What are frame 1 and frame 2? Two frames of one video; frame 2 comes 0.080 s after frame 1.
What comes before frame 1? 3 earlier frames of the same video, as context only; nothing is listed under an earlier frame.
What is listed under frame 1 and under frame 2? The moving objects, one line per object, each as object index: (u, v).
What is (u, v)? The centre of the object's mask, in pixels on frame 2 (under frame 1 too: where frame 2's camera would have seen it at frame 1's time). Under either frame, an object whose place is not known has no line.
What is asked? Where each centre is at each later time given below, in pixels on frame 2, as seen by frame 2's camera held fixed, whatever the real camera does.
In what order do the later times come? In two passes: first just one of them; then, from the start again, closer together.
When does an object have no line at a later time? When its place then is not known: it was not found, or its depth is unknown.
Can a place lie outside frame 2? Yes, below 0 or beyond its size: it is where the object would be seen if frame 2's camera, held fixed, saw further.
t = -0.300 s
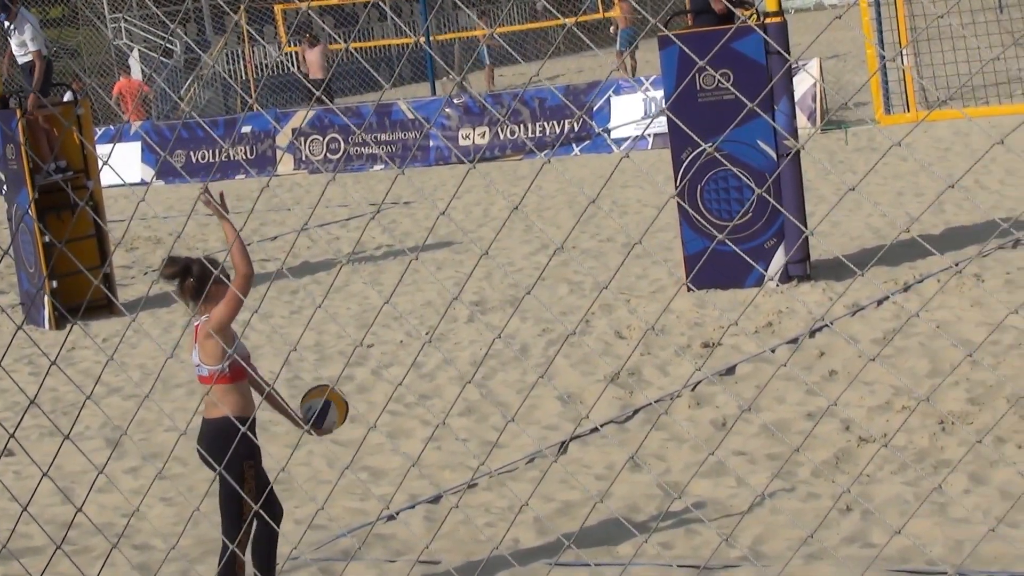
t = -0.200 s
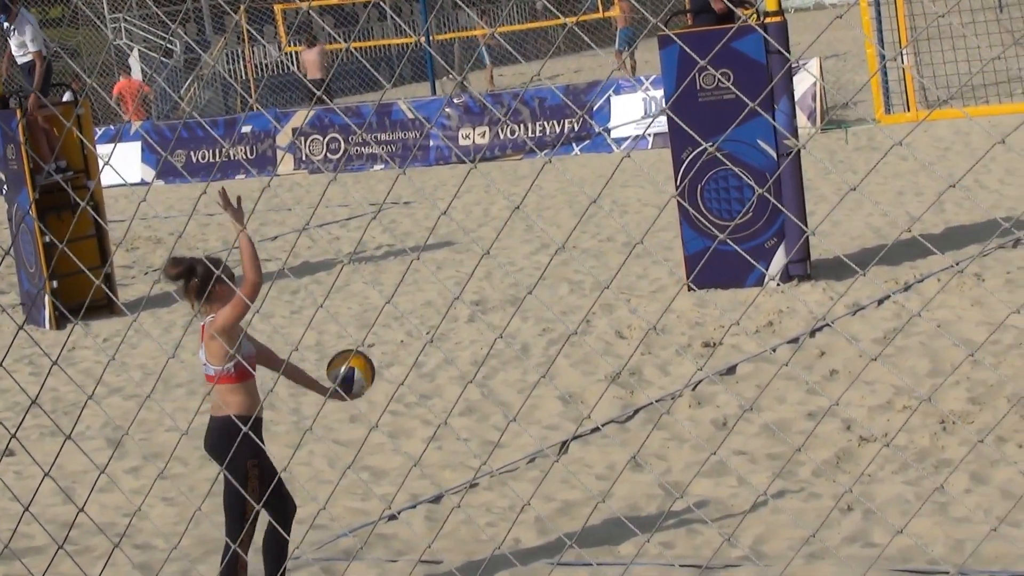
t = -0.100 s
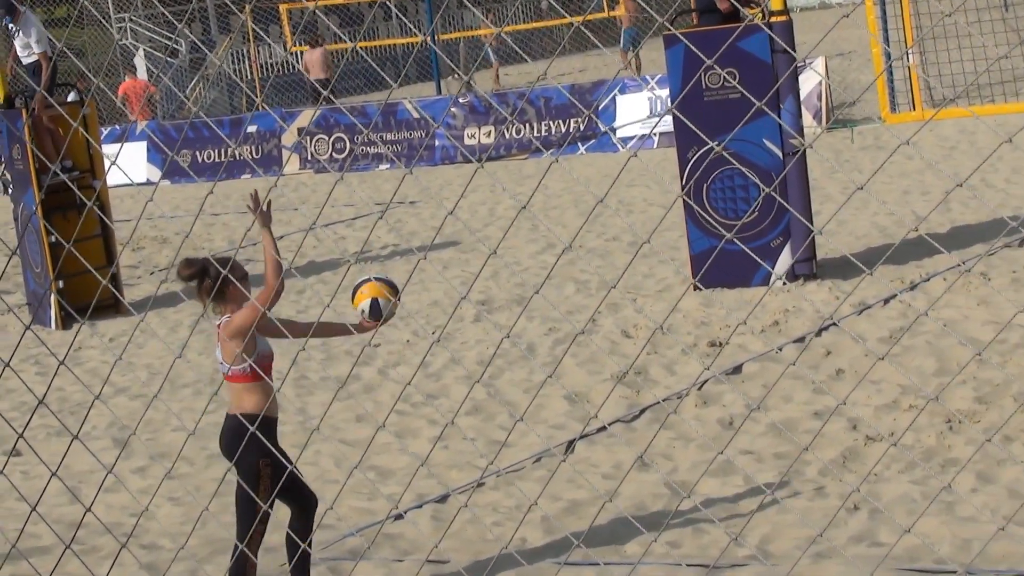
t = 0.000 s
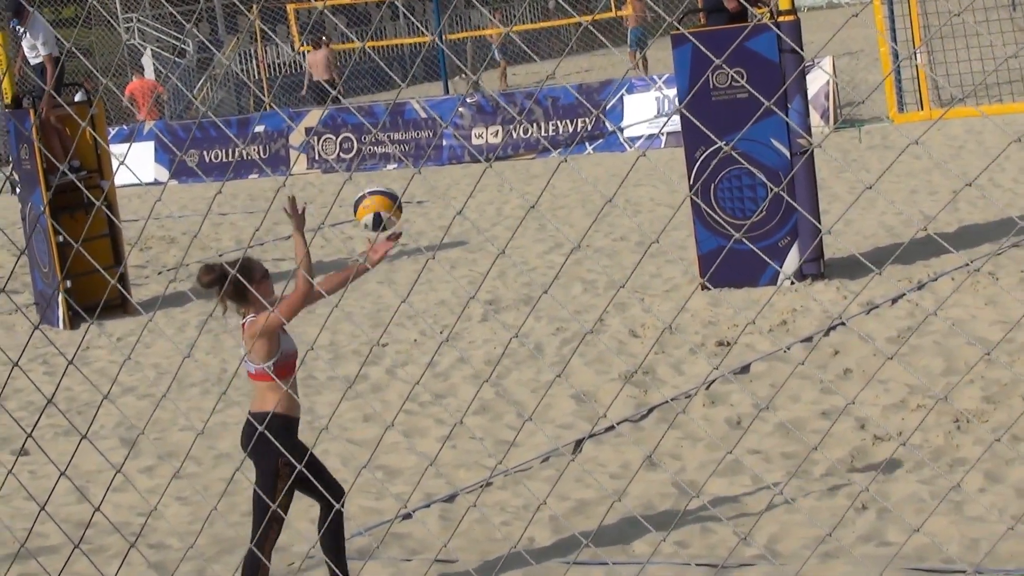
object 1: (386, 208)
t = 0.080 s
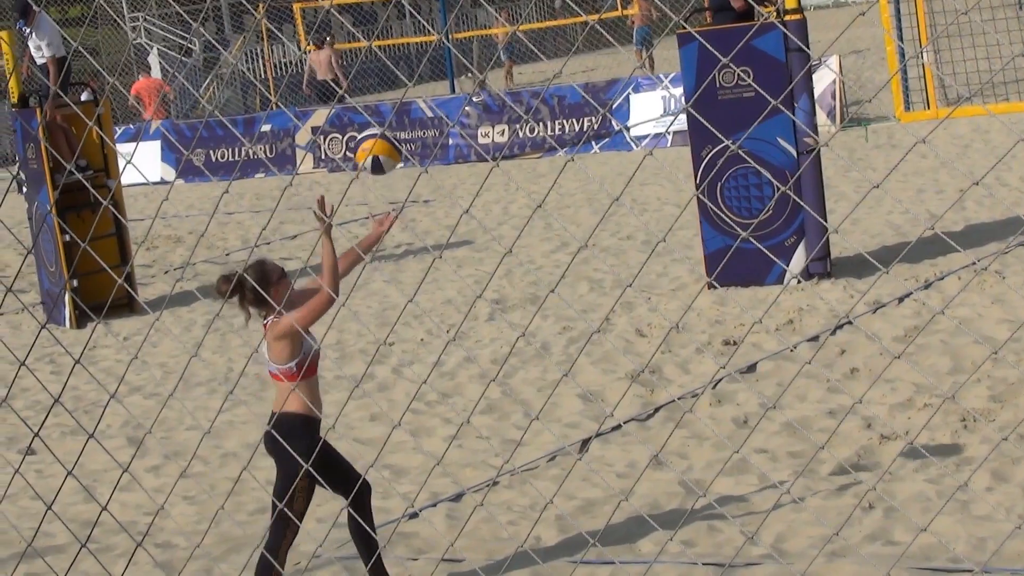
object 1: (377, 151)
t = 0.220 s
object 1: (371, 86)
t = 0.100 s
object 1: (376, 140)
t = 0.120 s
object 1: (374, 129)
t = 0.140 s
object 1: (373, 119)
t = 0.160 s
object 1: (372, 109)
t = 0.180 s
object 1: (371, 100)
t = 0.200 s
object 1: (370, 93)
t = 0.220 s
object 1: (371, 86)
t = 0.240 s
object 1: (371, 79)
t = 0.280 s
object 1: (372, 71)
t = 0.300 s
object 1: (372, 68)
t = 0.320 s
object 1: (373, 65)
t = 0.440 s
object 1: (374, 69)
